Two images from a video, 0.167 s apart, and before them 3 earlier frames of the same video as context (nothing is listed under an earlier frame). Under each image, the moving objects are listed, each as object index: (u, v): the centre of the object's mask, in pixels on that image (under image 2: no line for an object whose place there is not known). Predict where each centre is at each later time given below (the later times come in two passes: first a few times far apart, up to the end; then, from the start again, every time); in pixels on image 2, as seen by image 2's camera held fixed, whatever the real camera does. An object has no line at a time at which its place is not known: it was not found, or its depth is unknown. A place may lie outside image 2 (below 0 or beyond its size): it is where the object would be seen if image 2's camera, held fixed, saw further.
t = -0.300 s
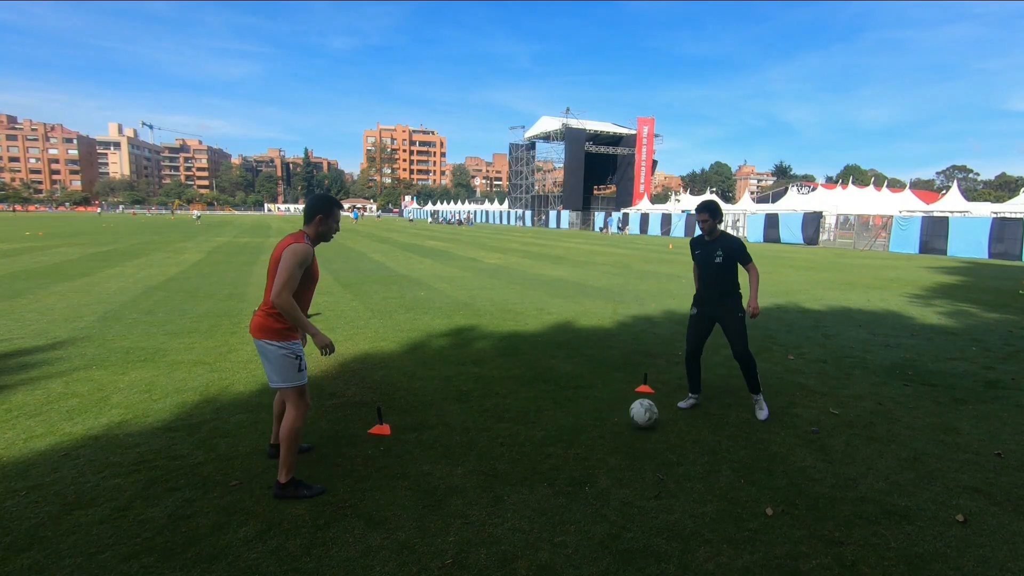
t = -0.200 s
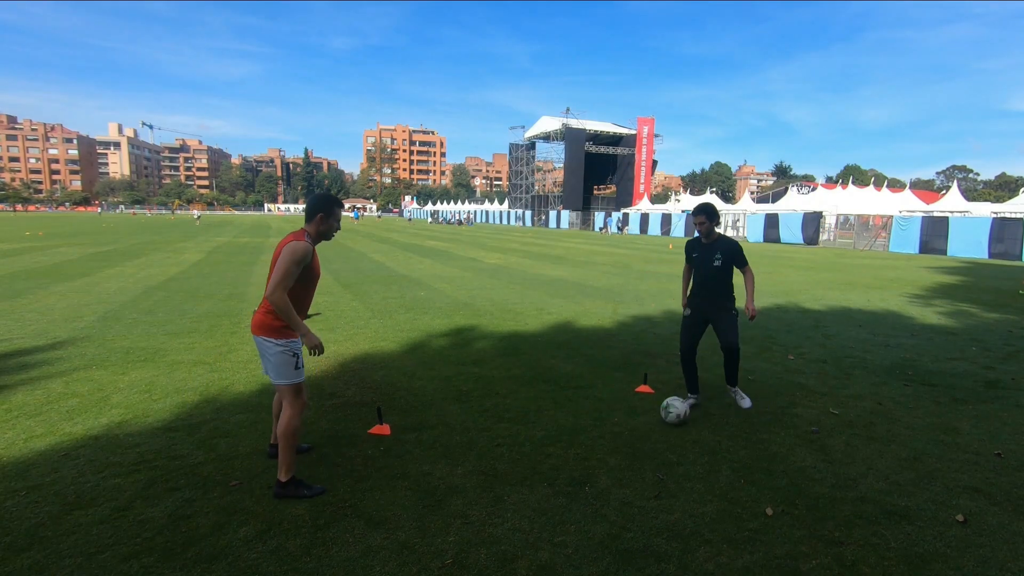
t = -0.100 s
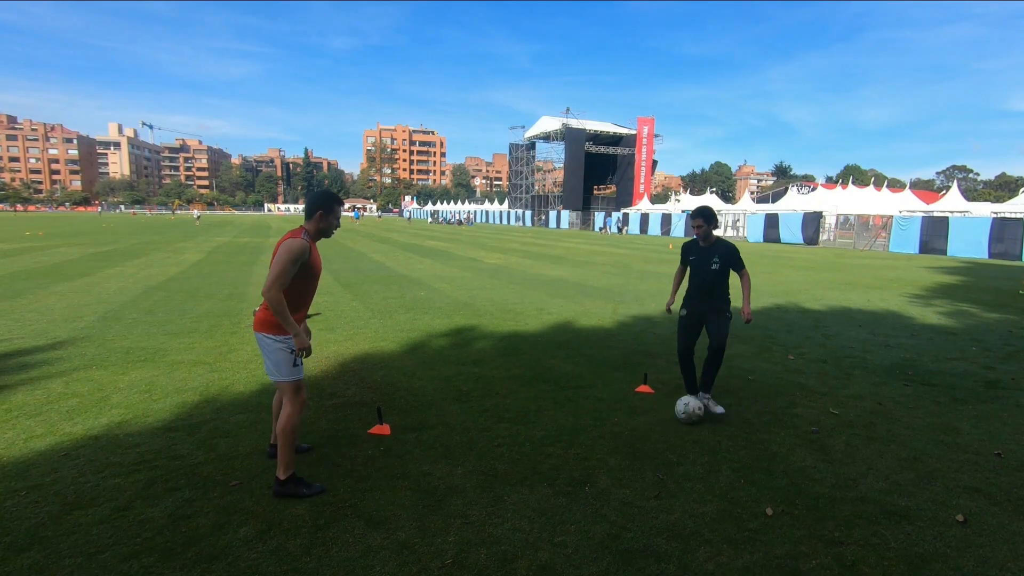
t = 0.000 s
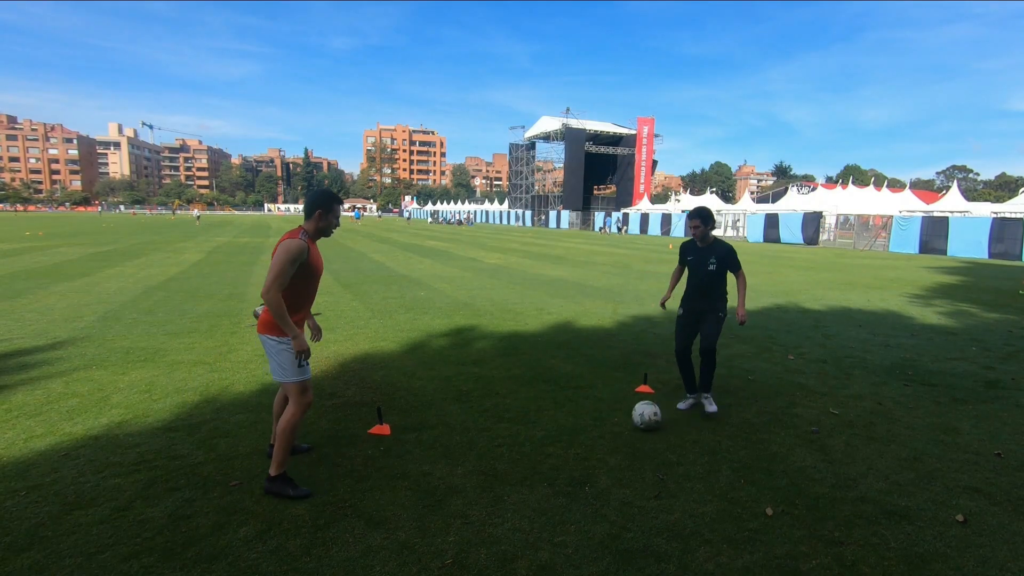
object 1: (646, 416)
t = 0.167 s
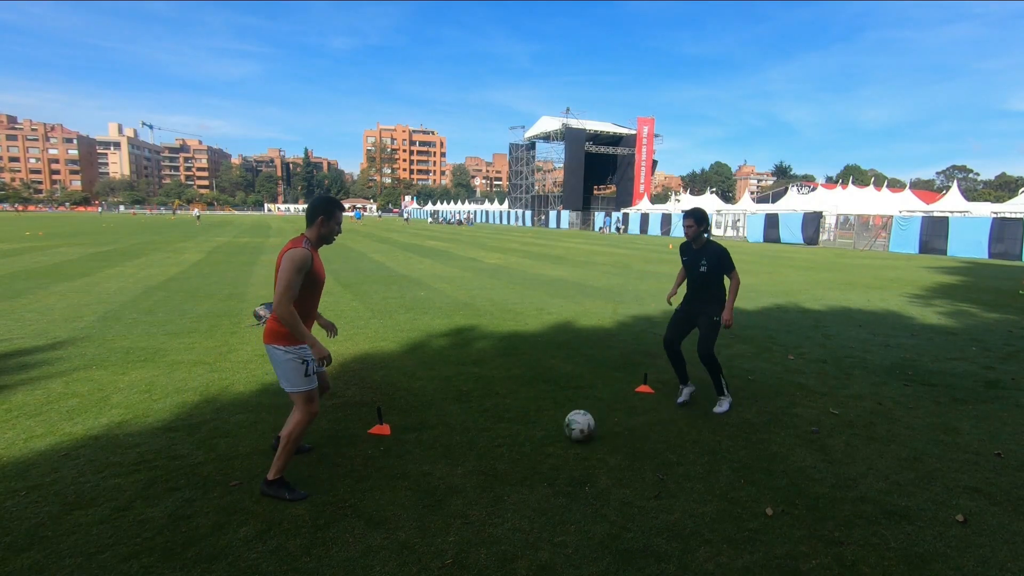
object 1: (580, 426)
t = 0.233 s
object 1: (554, 430)
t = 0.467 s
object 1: (477, 442)
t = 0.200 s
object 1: (567, 427)
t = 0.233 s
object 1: (554, 430)
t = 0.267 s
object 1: (542, 433)
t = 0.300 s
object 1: (532, 433)
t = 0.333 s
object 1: (521, 434)
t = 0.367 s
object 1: (510, 436)
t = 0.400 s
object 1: (499, 438)
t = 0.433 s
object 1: (488, 440)
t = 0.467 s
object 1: (477, 442)
